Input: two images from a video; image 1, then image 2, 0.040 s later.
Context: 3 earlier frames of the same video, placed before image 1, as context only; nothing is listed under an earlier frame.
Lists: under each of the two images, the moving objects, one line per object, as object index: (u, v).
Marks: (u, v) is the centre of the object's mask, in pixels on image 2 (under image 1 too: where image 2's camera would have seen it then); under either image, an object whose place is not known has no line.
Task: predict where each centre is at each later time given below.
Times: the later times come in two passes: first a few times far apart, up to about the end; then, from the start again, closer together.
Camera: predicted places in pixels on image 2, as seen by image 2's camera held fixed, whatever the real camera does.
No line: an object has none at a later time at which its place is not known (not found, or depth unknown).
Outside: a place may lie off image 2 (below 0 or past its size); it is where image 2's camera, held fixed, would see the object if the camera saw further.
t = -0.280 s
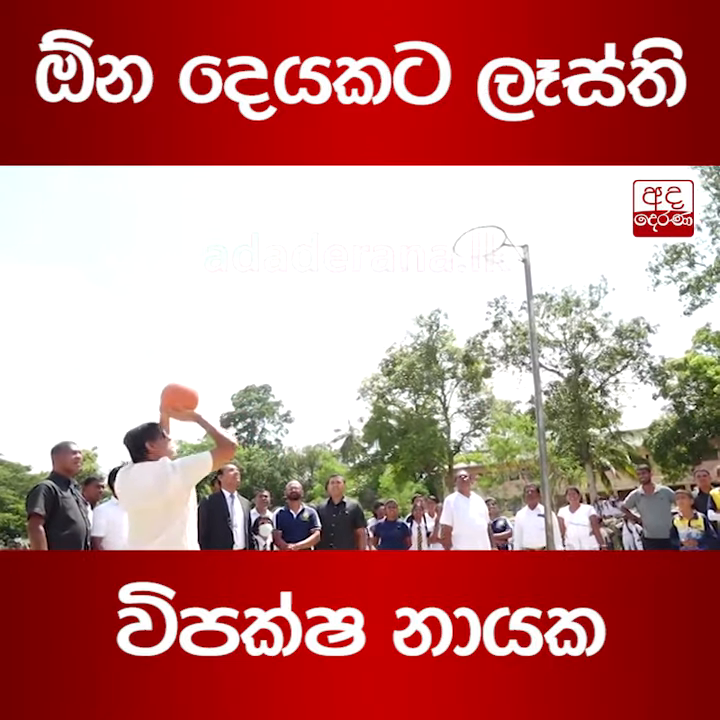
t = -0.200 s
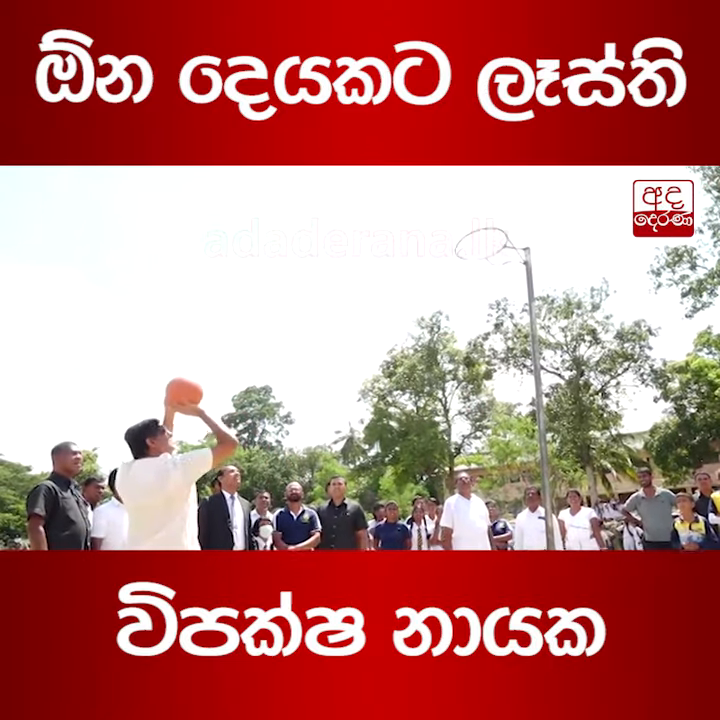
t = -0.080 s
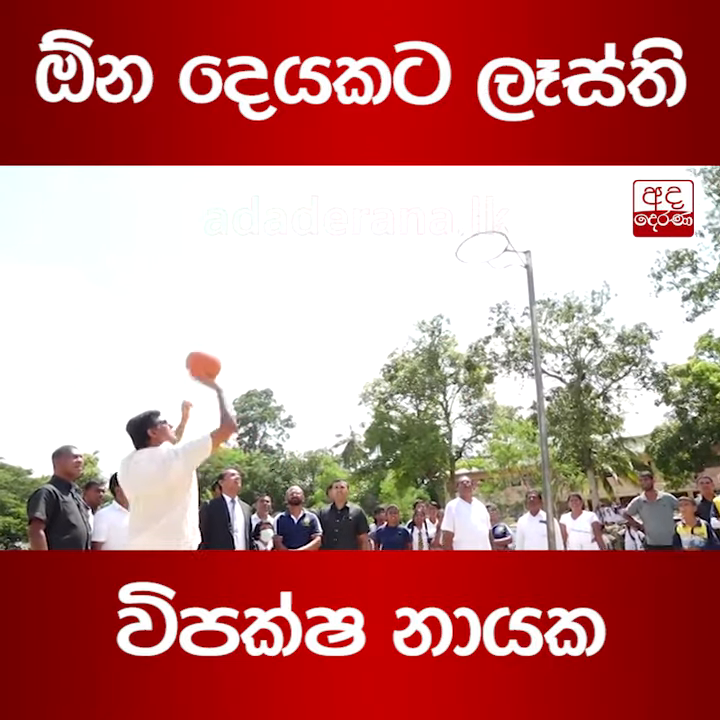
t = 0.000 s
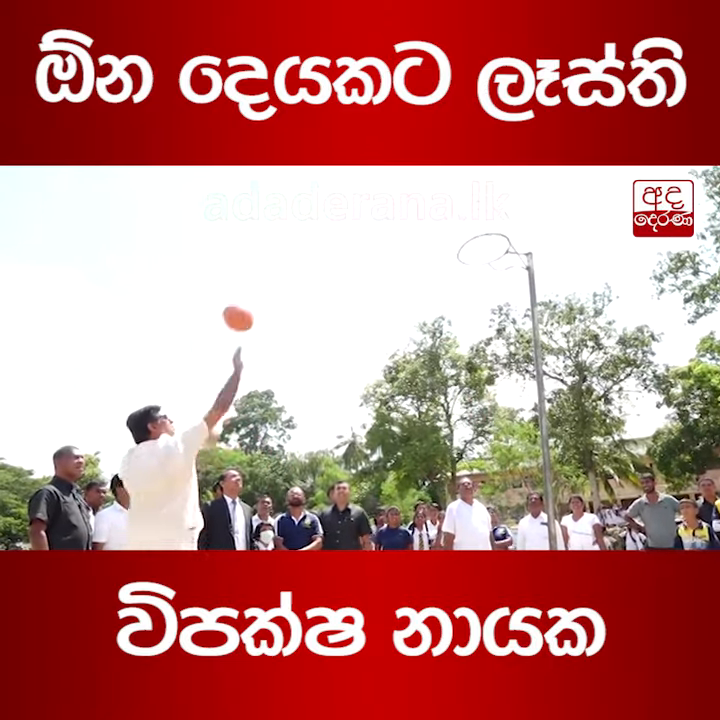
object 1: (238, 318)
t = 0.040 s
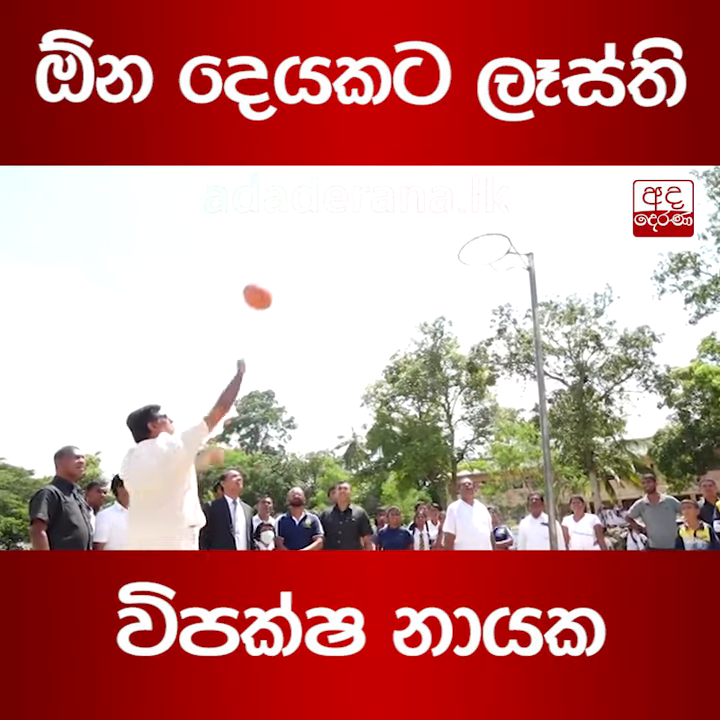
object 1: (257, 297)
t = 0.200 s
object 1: (326, 239)
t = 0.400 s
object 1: (401, 218)
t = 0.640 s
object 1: (487, 253)
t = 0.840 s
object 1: (490, 268)
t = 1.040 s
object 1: (495, 352)
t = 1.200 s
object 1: (509, 497)
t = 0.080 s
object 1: (275, 278)
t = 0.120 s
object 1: (293, 263)
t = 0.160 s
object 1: (310, 250)
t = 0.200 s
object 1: (326, 239)
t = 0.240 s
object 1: (342, 231)
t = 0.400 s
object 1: (401, 218)
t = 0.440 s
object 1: (415, 219)
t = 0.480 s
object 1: (429, 222)
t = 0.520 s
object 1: (443, 227)
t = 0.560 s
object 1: (458, 234)
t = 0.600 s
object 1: (472, 242)
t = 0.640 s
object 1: (487, 253)
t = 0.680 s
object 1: (489, 253)
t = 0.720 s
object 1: (489, 253)
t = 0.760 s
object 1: (488, 255)
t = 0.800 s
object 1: (489, 260)
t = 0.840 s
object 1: (490, 268)
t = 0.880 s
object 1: (490, 278)
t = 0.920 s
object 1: (491, 291)
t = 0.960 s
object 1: (493, 307)
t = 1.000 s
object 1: (494, 327)
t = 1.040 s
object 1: (495, 352)
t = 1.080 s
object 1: (497, 376)
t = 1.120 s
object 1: (500, 415)
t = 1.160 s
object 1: (504, 453)
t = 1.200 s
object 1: (509, 497)
